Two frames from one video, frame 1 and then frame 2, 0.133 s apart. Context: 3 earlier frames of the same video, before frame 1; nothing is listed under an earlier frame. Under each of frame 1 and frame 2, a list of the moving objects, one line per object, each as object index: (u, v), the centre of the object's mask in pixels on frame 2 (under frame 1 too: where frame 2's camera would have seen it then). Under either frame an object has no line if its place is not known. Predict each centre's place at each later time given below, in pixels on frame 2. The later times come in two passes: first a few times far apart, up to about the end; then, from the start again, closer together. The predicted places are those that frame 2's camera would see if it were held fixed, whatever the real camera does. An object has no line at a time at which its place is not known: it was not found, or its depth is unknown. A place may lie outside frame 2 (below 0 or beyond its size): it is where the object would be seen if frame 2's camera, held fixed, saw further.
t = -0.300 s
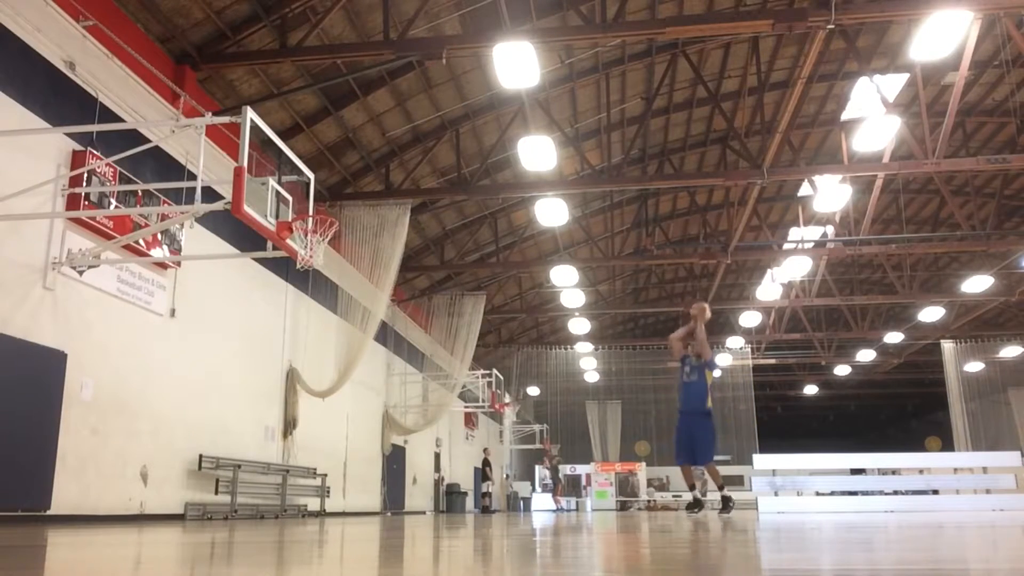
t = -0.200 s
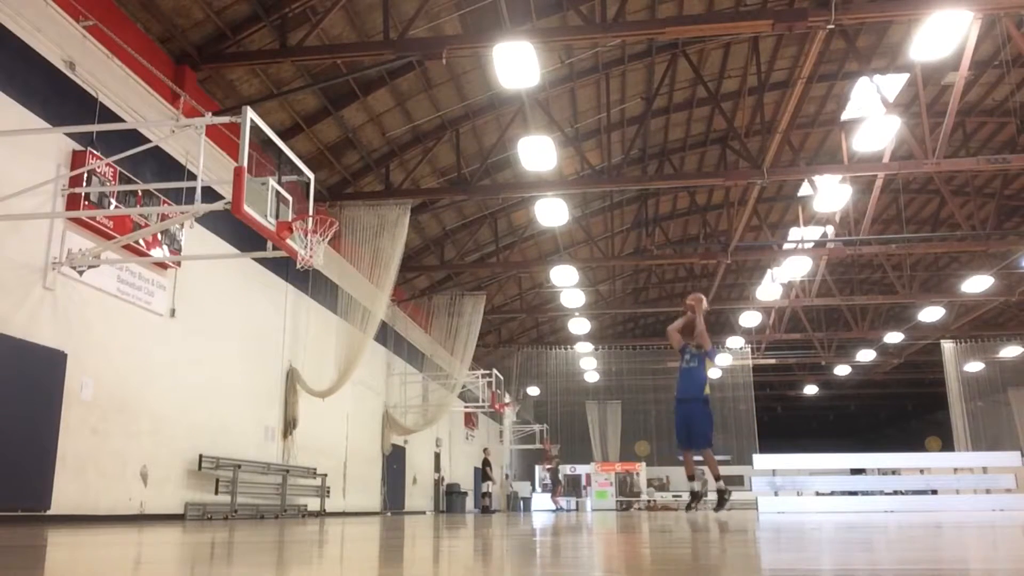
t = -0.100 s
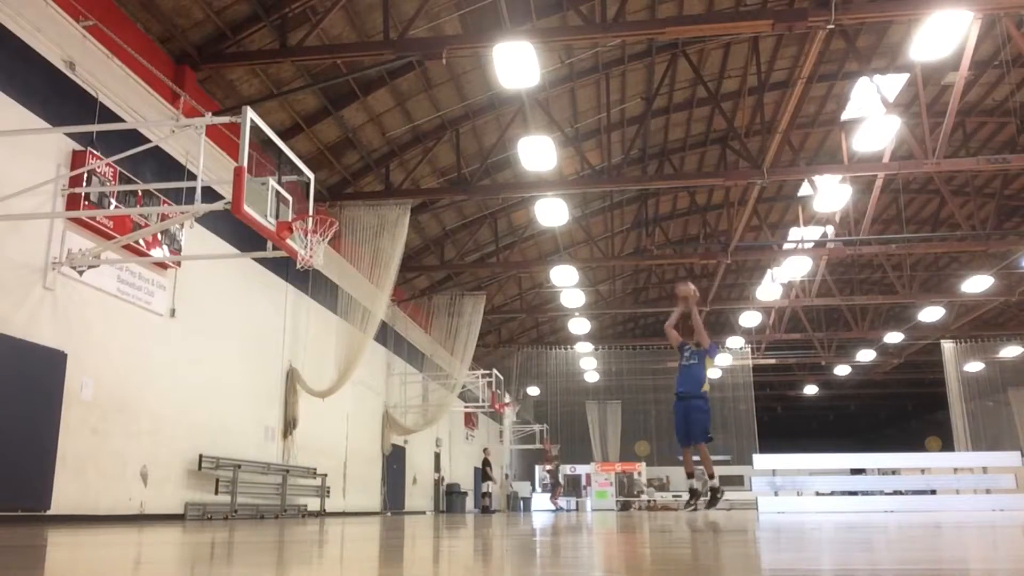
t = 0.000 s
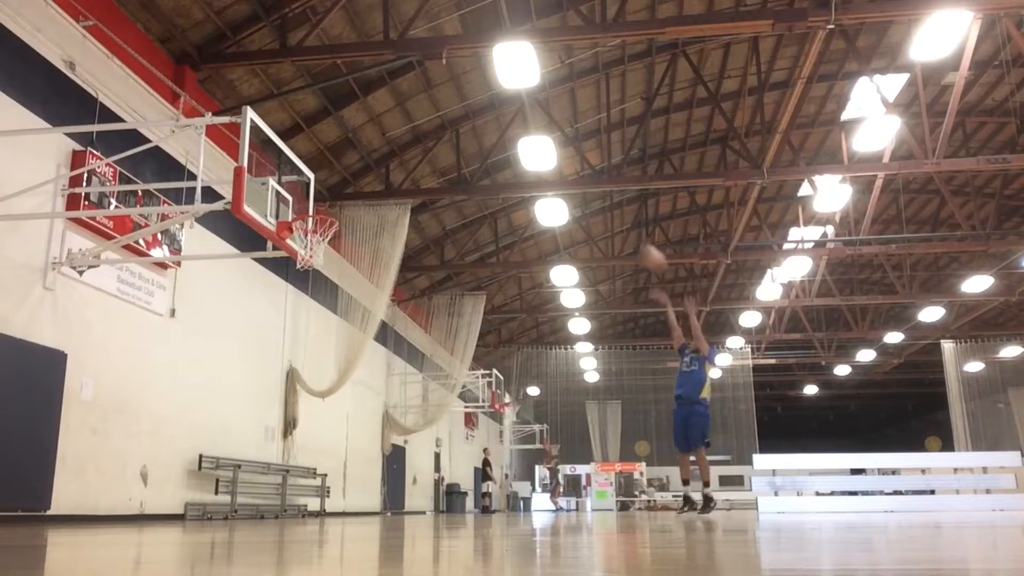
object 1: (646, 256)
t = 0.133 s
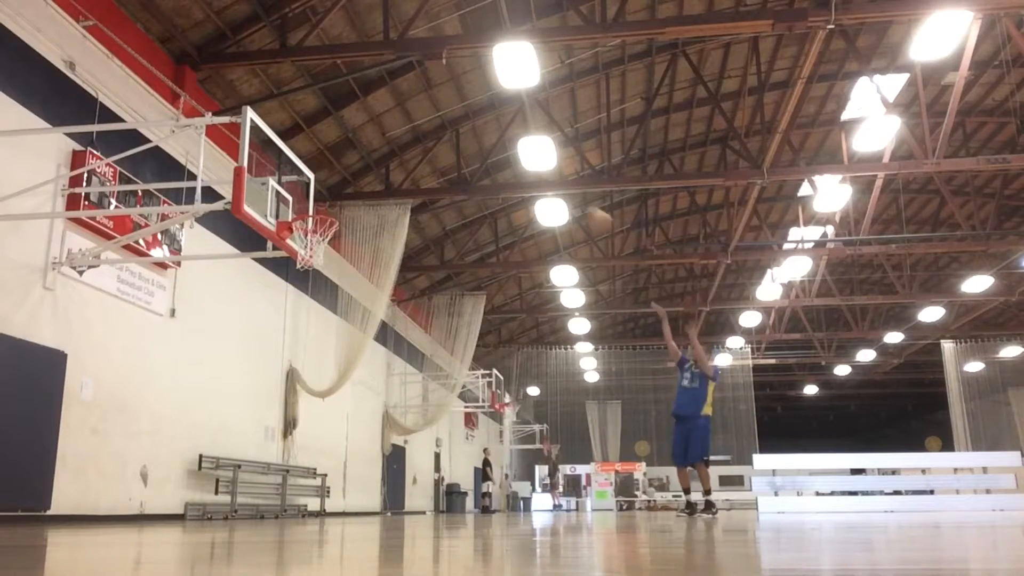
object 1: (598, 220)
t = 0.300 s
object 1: (524, 186)
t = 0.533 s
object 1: (421, 181)
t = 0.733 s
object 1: (332, 210)
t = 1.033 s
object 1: (285, 300)
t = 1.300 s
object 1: (268, 440)
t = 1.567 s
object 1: (301, 416)
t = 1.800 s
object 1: (349, 341)
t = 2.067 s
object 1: (395, 325)
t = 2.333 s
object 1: (432, 371)
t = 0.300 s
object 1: (524, 186)
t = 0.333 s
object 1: (510, 180)
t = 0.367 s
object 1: (494, 180)
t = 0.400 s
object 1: (479, 180)
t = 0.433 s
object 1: (465, 180)
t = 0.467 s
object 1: (450, 179)
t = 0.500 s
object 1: (437, 179)
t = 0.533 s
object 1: (421, 181)
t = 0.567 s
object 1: (407, 185)
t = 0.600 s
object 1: (390, 187)
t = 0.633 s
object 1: (382, 197)
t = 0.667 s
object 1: (363, 200)
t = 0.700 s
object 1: (346, 206)
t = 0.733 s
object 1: (332, 210)
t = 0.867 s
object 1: (288, 252)
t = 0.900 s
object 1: (285, 251)
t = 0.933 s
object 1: (288, 263)
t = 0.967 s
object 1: (287, 272)
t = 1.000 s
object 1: (285, 287)
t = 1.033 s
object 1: (285, 300)
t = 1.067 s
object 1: (280, 312)
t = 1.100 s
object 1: (280, 328)
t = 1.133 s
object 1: (277, 344)
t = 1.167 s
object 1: (277, 361)
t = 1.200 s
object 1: (277, 381)
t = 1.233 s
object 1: (274, 399)
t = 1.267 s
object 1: (270, 420)
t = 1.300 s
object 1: (268, 440)
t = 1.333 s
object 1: (266, 468)
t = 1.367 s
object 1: (263, 488)
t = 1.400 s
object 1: (265, 508)
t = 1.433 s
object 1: (271, 488)
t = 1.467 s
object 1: (278, 468)
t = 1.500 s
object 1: (288, 447)
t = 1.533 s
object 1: (293, 431)
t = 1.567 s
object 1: (301, 416)
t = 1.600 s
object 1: (307, 400)
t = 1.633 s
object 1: (312, 386)
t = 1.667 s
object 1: (319, 373)
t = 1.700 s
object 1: (329, 365)
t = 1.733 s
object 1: (337, 356)
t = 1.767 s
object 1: (341, 347)
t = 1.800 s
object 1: (349, 341)
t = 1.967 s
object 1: (378, 324)
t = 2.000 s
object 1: (383, 323)
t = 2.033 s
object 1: (389, 323)
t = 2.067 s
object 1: (395, 325)
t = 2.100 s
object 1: (395, 327)
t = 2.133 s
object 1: (403, 332)
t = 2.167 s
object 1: (410, 337)
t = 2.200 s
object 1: (416, 341)
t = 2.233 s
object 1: (421, 347)
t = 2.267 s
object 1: (426, 355)
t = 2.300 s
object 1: (431, 364)
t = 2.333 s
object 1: (432, 371)
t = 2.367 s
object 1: (439, 385)
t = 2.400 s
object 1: (444, 397)
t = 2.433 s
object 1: (449, 408)
